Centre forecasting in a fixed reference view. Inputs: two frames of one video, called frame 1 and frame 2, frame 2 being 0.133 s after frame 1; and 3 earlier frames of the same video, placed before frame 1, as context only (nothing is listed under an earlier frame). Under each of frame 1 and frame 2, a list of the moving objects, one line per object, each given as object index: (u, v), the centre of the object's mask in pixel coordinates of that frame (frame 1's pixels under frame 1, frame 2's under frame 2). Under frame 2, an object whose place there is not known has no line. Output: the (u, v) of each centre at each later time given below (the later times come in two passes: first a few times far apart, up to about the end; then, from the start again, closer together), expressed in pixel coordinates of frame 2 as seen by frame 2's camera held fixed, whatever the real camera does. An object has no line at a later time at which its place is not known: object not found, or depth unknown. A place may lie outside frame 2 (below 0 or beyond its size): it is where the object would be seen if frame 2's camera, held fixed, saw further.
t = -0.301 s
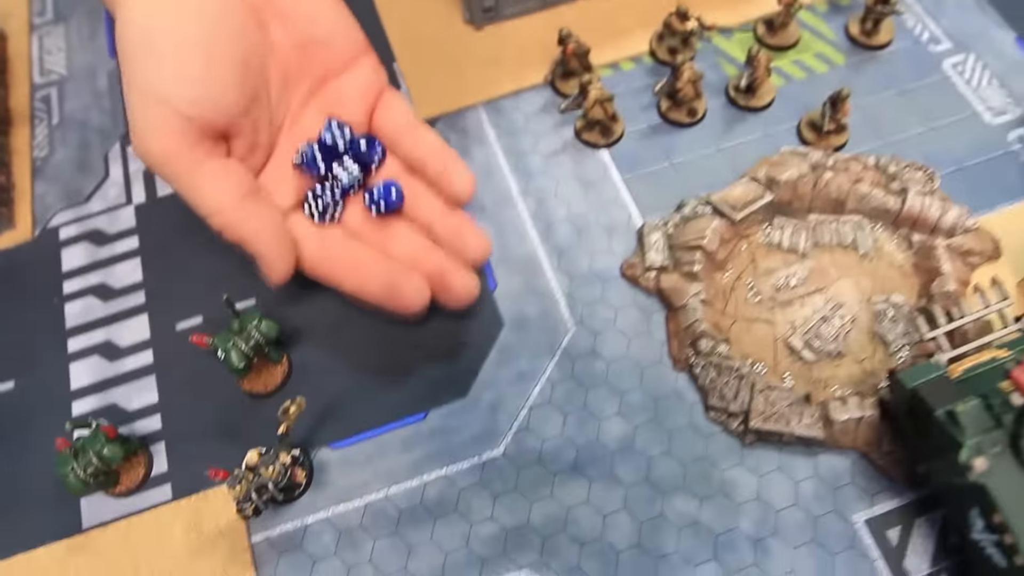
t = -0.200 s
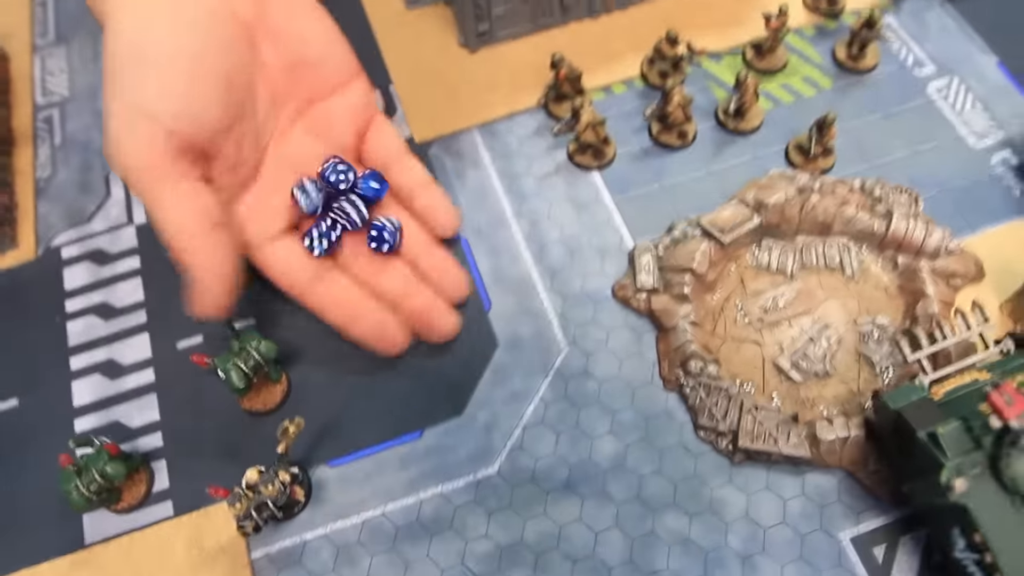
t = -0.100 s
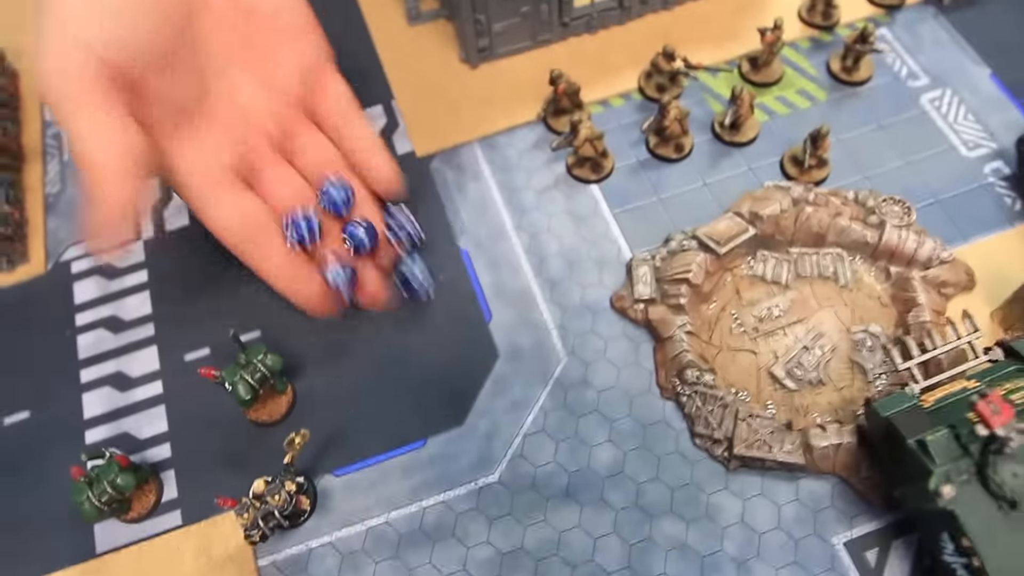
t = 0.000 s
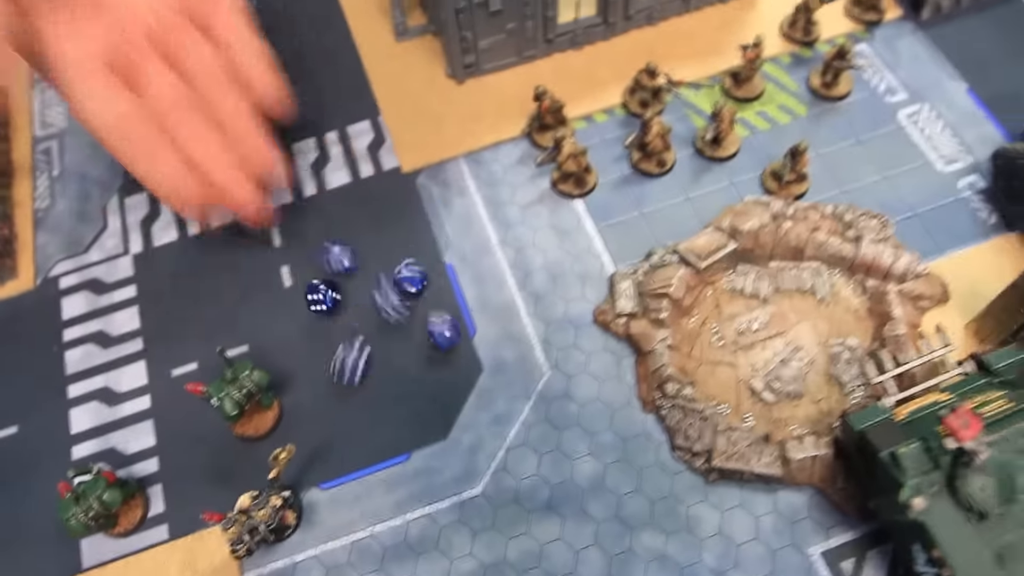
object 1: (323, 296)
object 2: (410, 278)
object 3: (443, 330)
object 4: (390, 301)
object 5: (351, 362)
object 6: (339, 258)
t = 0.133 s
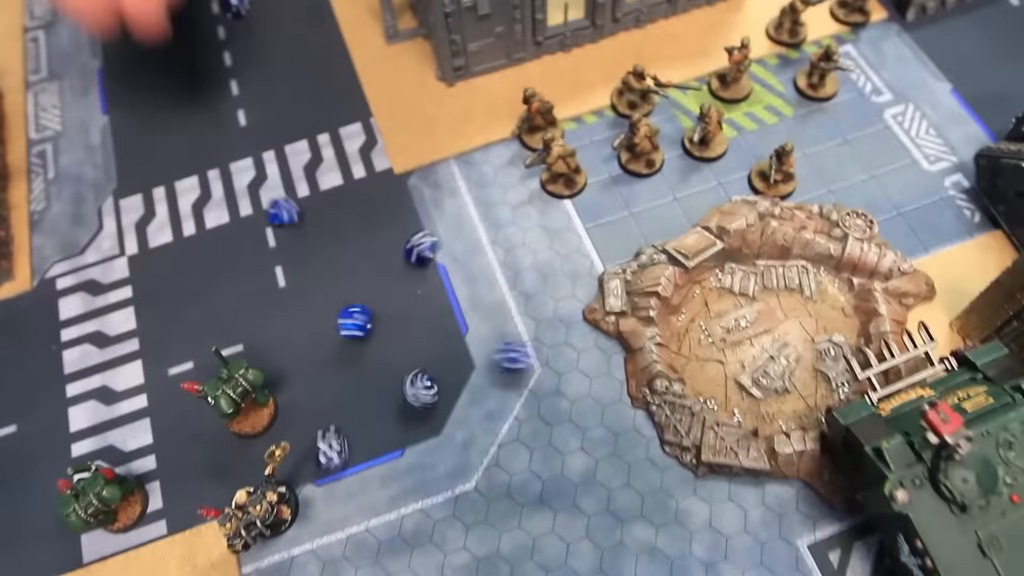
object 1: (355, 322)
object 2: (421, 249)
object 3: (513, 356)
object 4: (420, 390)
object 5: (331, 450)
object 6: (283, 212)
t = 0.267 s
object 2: (450, 237)
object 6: (234, 194)
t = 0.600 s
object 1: (442, 374)
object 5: (332, 495)
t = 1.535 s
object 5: (326, 497)
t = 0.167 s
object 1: (366, 328)
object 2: (427, 244)
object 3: (536, 358)
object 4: (422, 402)
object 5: (331, 470)
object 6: (269, 202)
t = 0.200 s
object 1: (376, 334)
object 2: (436, 242)
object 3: (559, 358)
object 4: (427, 411)
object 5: (332, 484)
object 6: (260, 197)
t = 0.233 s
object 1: (388, 341)
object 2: (444, 238)
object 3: (575, 356)
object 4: (433, 419)
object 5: (331, 491)
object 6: (247, 192)
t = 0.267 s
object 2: (450, 237)
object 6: (234, 194)
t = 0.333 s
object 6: (220, 187)
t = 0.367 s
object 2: (457, 230)
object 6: (217, 185)
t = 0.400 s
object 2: (462, 229)
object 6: (216, 183)
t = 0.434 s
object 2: (465, 230)
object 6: (216, 182)
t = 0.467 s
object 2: (466, 230)
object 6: (216, 182)
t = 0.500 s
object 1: (443, 371)
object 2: (468, 228)
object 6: (216, 181)
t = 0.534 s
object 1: (443, 373)
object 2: (469, 227)
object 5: (332, 493)
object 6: (216, 182)
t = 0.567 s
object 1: (443, 373)
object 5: (332, 494)
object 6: (216, 182)
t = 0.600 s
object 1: (442, 374)
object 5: (332, 495)
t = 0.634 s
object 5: (332, 495)
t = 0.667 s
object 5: (332, 496)
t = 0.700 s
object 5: (330, 497)
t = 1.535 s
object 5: (326, 497)
